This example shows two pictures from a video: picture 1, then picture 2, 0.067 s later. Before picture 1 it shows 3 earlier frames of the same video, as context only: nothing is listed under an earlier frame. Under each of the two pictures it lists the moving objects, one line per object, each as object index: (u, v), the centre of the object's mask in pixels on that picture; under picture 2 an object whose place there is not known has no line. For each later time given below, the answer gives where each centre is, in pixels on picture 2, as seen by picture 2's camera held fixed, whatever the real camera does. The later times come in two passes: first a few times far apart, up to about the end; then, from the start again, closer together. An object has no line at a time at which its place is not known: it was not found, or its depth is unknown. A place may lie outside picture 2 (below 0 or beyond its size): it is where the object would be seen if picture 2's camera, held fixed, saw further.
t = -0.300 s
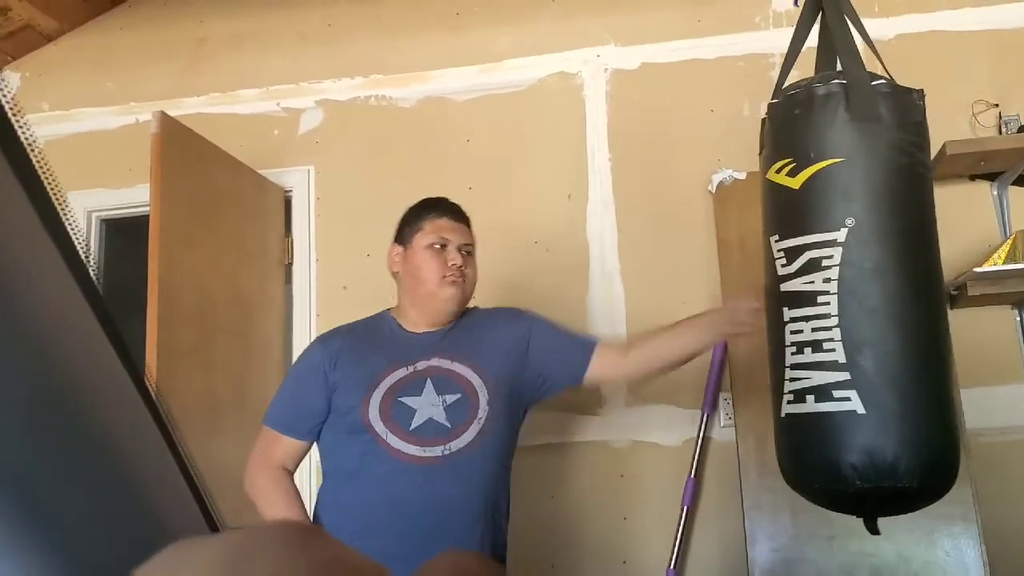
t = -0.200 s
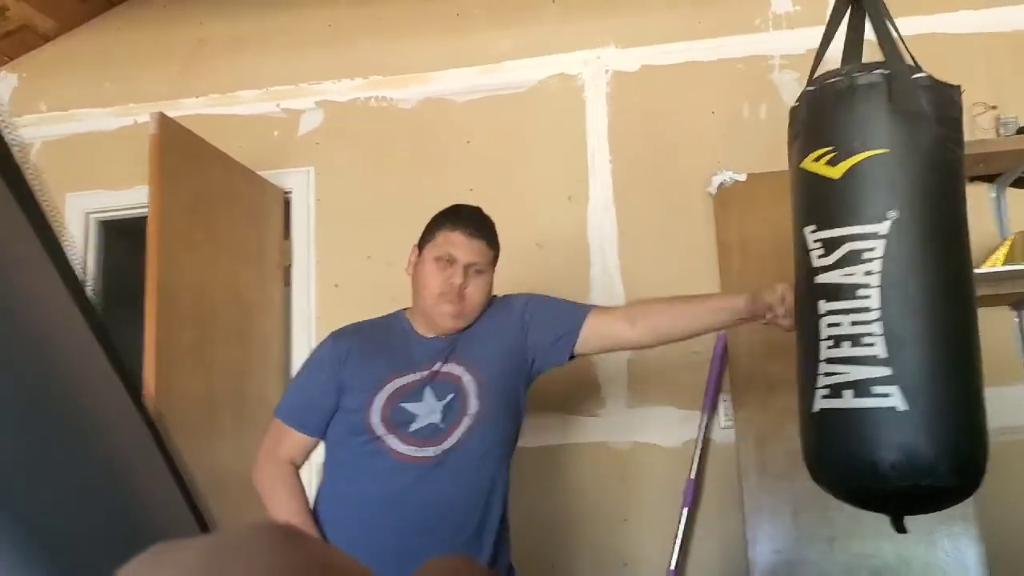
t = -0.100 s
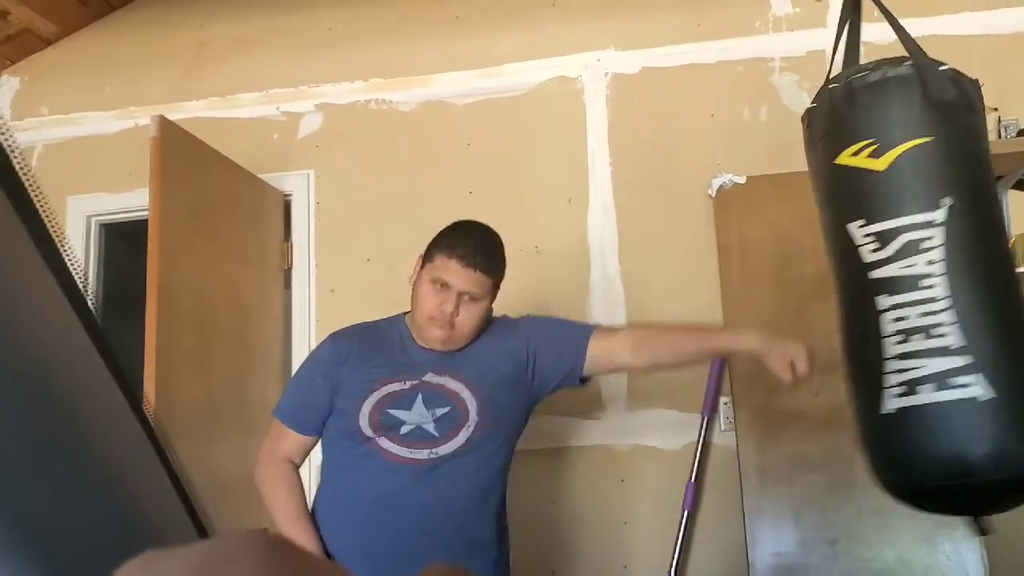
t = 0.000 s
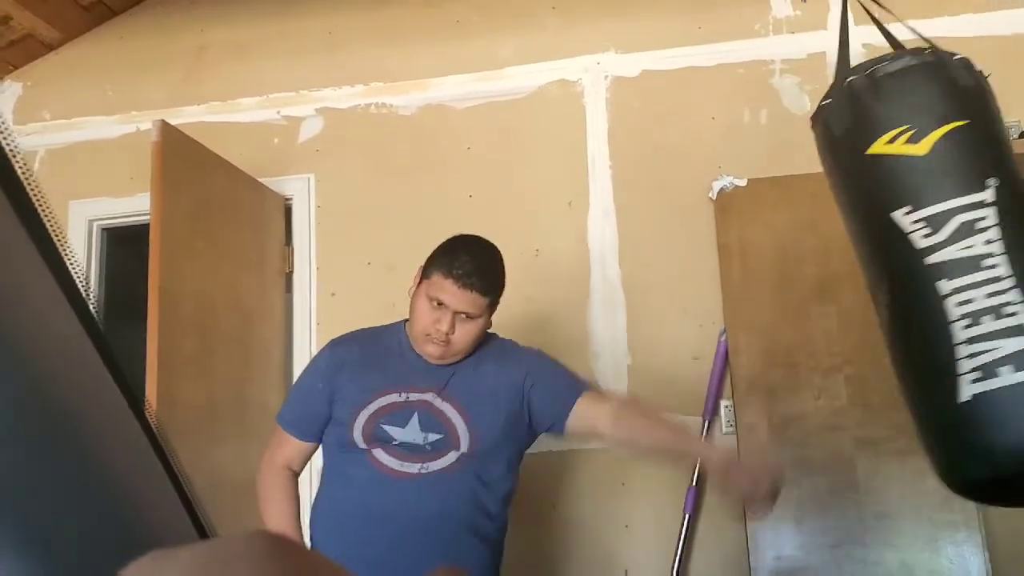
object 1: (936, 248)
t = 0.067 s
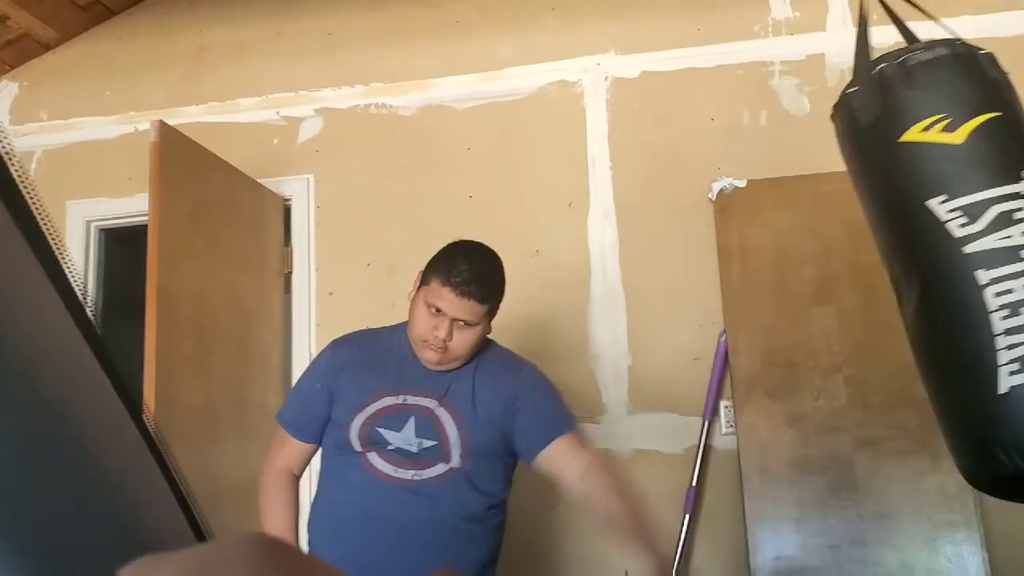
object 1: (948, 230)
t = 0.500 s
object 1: (965, 198)
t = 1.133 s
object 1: (792, 282)
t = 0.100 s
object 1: (953, 222)
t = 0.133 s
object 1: (960, 215)
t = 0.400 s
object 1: (961, 175)
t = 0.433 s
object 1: (961, 180)
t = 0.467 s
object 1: (962, 188)
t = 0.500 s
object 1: (965, 198)
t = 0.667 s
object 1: (945, 241)
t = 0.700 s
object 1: (935, 246)
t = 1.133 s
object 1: (792, 282)
